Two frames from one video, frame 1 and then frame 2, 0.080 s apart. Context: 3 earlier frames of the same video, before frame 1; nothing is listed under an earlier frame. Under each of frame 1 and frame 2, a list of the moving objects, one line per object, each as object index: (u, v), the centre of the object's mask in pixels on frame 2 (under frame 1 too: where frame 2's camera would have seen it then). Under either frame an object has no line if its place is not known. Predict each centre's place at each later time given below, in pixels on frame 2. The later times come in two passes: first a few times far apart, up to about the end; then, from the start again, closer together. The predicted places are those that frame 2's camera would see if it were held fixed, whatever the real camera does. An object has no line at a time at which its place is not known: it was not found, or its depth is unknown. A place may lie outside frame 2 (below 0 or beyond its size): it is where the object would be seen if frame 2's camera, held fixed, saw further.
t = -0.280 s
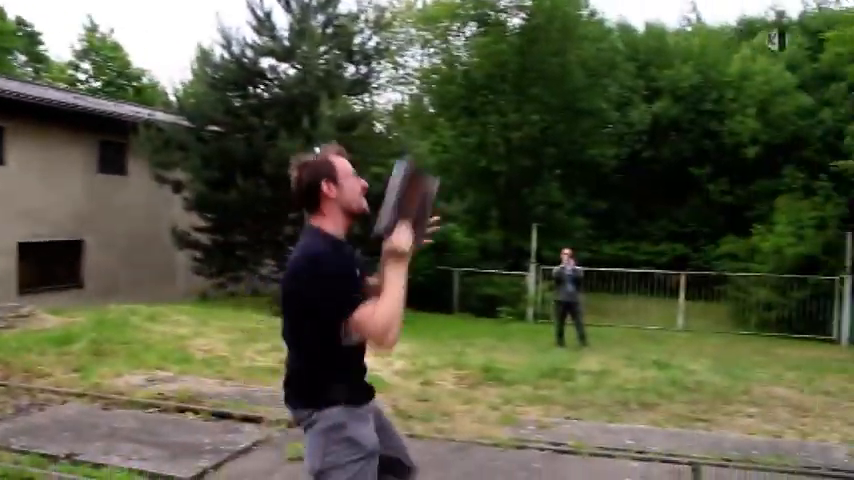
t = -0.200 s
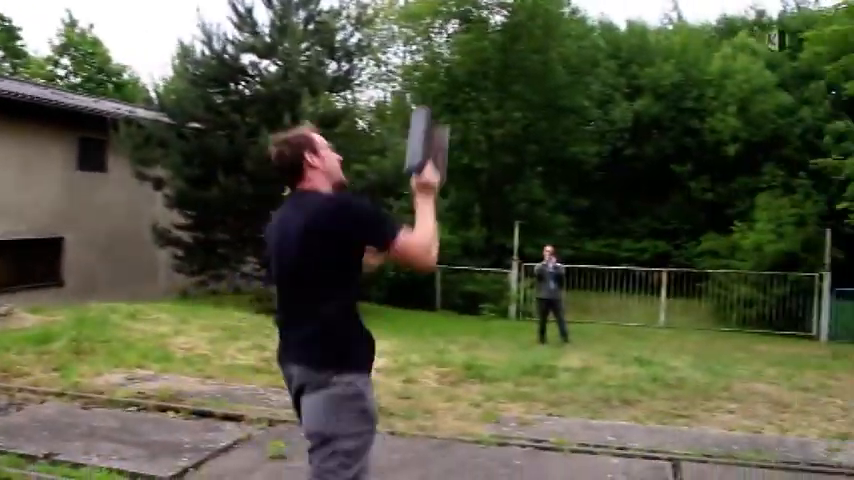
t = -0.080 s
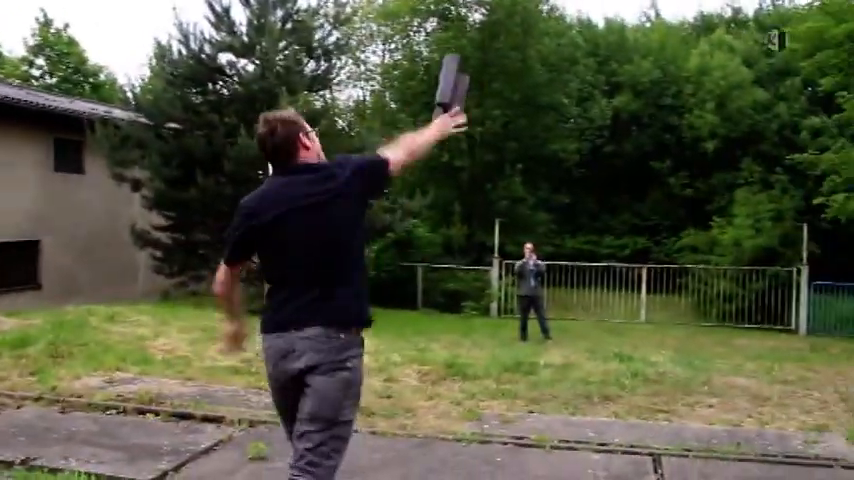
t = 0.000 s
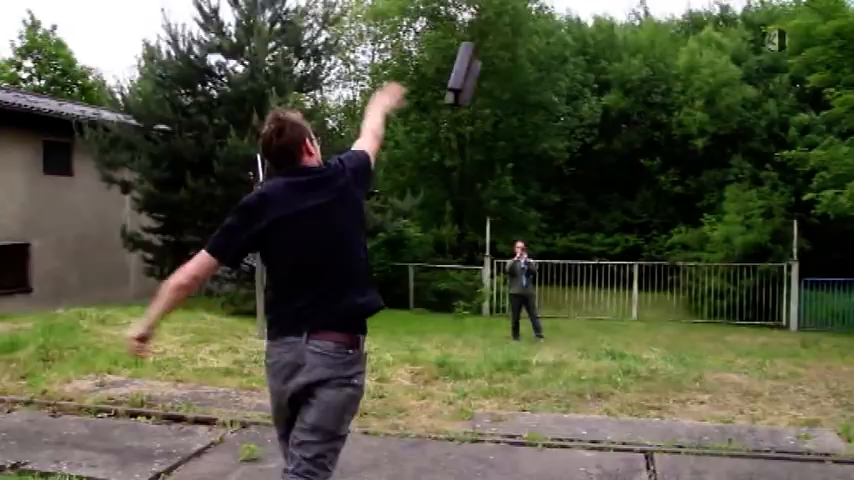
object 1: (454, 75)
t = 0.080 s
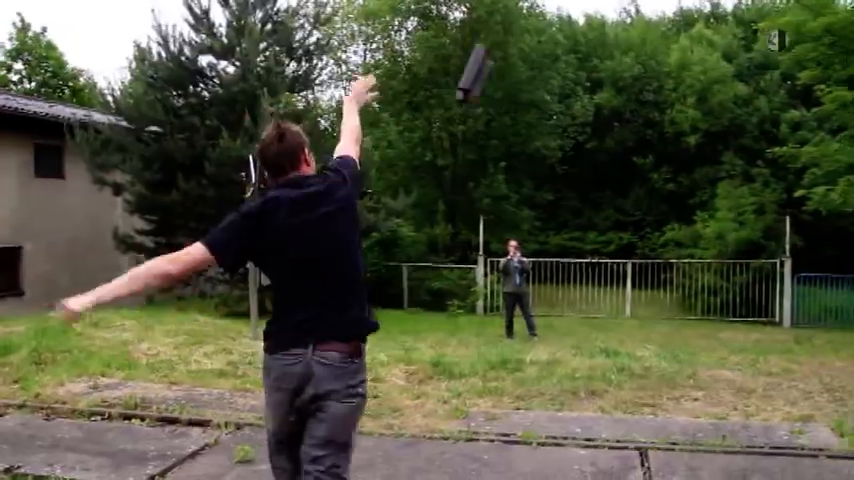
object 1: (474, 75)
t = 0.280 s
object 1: (511, 114)
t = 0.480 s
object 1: (534, 195)
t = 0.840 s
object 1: (561, 368)
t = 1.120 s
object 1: (571, 343)
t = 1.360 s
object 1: (578, 357)
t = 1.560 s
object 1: (593, 355)
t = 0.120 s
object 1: (481, 79)
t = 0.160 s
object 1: (489, 85)
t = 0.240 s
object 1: (503, 104)
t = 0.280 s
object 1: (511, 114)
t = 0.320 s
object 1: (516, 127)
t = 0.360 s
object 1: (520, 145)
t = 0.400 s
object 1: (524, 158)
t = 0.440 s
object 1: (529, 175)
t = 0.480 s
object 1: (534, 195)
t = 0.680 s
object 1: (553, 303)
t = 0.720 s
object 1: (557, 324)
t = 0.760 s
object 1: (559, 347)
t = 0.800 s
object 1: (561, 366)
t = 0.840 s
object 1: (561, 368)
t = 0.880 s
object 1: (565, 361)
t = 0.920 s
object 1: (564, 356)
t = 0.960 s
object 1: (567, 349)
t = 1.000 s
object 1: (568, 344)
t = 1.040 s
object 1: (569, 343)
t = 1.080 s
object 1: (571, 342)
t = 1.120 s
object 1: (571, 343)
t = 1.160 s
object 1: (574, 343)
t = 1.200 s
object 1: (574, 347)
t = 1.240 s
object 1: (575, 352)
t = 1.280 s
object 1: (577, 356)
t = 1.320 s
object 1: (579, 359)
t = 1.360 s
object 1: (578, 357)
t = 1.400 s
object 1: (581, 358)
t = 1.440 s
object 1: (588, 355)
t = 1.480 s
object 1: (590, 357)
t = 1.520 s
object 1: (591, 356)
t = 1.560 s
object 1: (593, 355)
